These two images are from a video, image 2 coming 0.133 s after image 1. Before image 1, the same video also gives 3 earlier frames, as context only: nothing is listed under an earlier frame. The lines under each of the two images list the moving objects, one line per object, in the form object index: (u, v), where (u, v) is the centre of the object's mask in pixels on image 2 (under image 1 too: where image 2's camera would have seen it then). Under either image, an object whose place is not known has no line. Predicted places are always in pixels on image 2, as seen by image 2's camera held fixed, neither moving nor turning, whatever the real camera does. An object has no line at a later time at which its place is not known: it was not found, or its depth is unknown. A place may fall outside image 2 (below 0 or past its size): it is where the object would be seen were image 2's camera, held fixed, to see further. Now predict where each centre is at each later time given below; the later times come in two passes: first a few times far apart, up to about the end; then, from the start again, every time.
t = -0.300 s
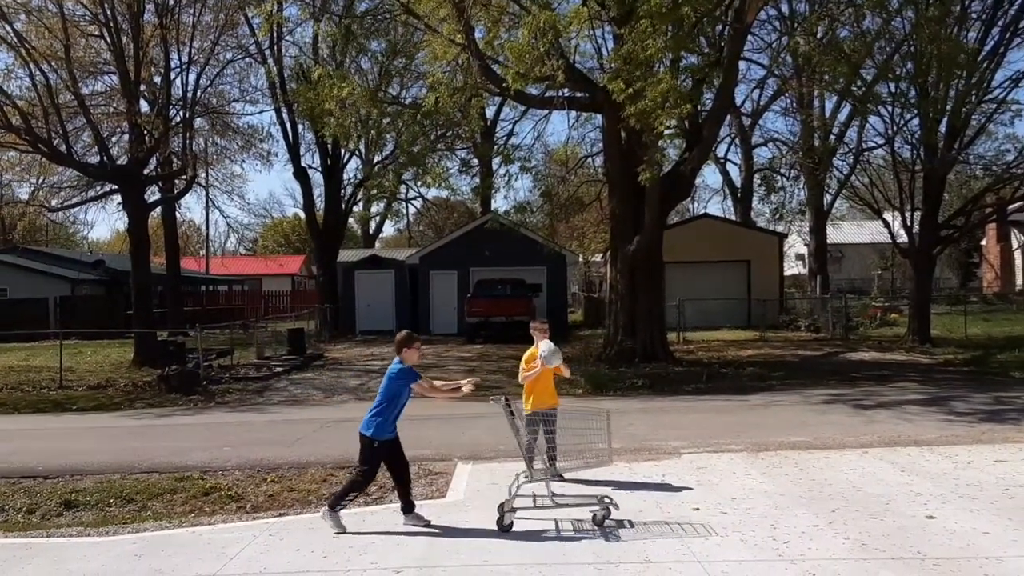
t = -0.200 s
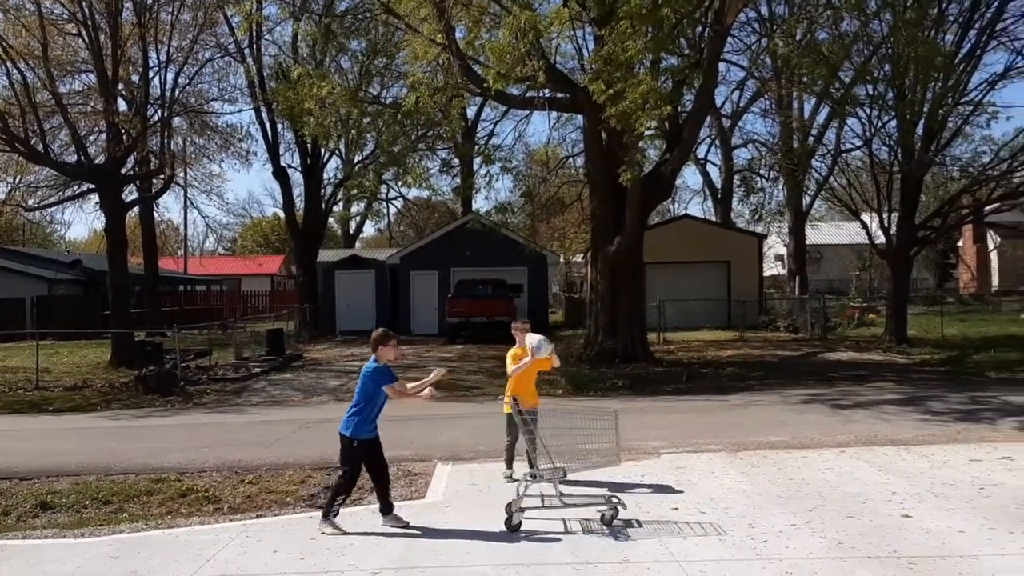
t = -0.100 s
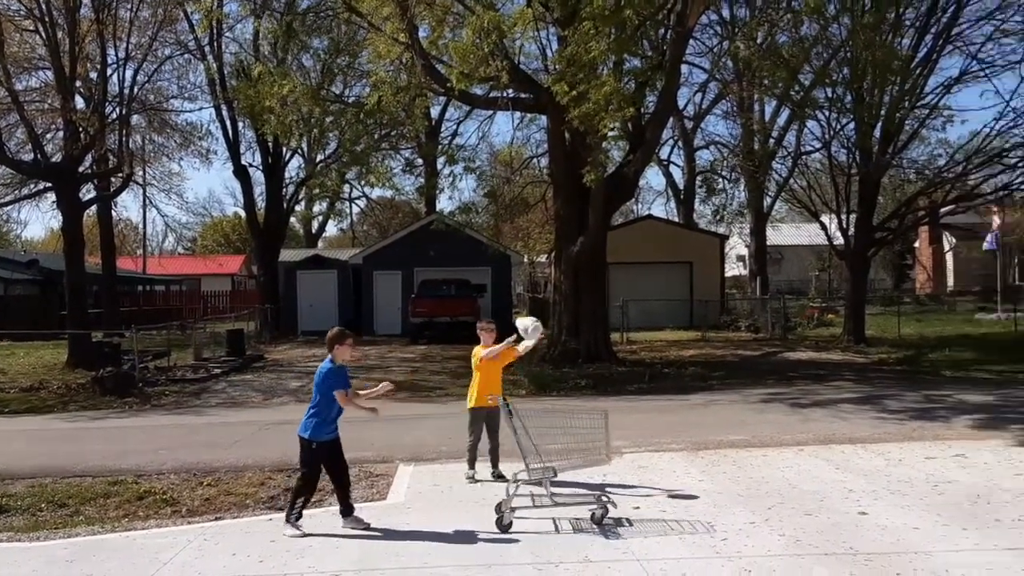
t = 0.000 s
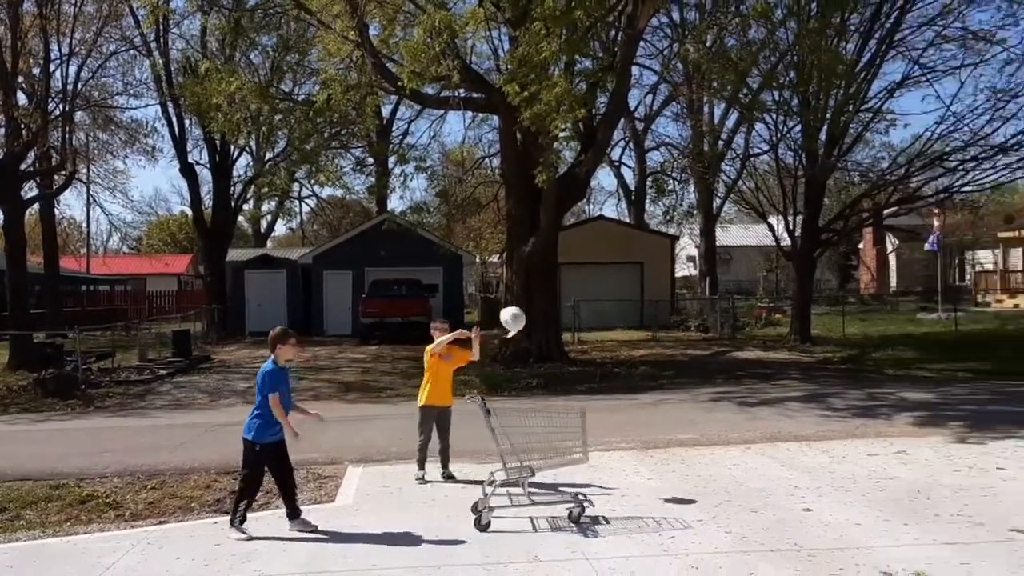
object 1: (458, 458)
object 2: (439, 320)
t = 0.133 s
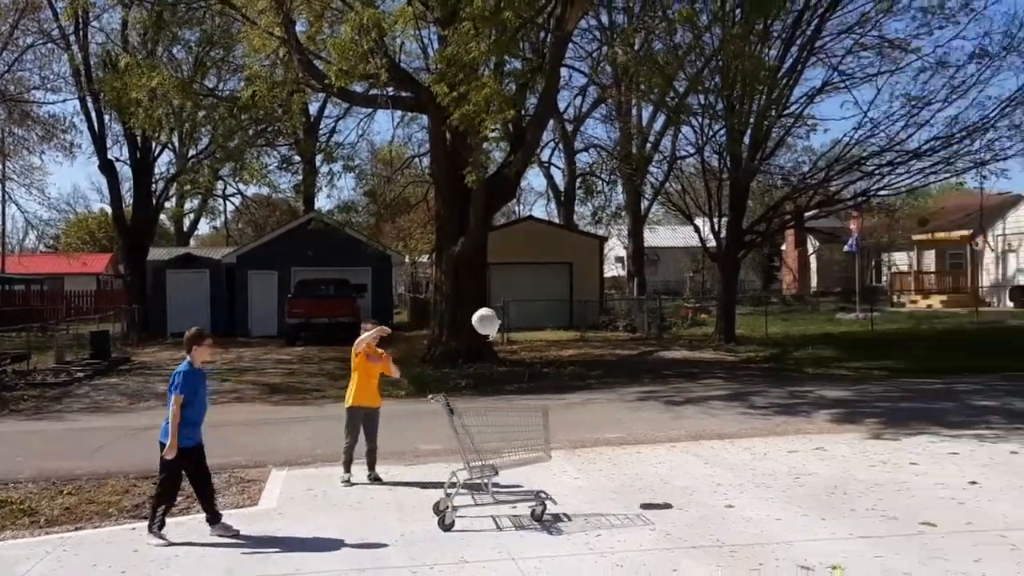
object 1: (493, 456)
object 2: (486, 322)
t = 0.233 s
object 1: (518, 456)
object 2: (519, 337)
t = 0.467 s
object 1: (574, 454)
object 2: (594, 413)
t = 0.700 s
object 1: (628, 451)
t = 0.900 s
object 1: (670, 449)
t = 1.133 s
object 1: (716, 445)
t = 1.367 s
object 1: (759, 443)
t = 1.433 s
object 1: (769, 442)
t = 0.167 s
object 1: (501, 455)
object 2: (497, 326)
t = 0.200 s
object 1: (509, 456)
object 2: (508, 330)
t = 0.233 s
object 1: (518, 456)
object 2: (519, 337)
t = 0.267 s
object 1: (527, 453)
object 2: (531, 344)
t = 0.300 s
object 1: (535, 452)
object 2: (542, 353)
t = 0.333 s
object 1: (543, 452)
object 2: (554, 363)
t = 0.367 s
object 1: (551, 452)
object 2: (565, 376)
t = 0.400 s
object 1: (559, 453)
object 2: (577, 389)
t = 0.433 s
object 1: (566, 454)
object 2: (587, 405)
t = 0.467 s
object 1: (574, 454)
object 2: (594, 413)
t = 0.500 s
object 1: (581, 454)
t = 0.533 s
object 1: (591, 451)
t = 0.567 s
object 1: (598, 453)
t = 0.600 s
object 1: (605, 452)
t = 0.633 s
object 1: (612, 452)
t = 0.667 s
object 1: (620, 450)
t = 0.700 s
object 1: (628, 451)
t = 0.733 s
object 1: (635, 450)
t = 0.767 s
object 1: (642, 450)
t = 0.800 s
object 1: (649, 450)
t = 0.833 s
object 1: (656, 450)
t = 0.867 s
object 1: (663, 450)
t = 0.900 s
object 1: (670, 449)
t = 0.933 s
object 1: (676, 447)
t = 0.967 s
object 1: (683, 447)
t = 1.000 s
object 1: (689, 447)
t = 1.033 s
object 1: (696, 447)
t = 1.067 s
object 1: (703, 447)
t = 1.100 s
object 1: (710, 445)
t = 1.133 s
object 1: (716, 445)
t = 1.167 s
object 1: (722, 445)
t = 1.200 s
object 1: (727, 445)
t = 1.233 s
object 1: (734, 444)
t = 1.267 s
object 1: (741, 444)
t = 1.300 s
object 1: (746, 444)
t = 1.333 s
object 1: (752, 444)
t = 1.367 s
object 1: (759, 443)
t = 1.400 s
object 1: (764, 443)
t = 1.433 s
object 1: (769, 442)
